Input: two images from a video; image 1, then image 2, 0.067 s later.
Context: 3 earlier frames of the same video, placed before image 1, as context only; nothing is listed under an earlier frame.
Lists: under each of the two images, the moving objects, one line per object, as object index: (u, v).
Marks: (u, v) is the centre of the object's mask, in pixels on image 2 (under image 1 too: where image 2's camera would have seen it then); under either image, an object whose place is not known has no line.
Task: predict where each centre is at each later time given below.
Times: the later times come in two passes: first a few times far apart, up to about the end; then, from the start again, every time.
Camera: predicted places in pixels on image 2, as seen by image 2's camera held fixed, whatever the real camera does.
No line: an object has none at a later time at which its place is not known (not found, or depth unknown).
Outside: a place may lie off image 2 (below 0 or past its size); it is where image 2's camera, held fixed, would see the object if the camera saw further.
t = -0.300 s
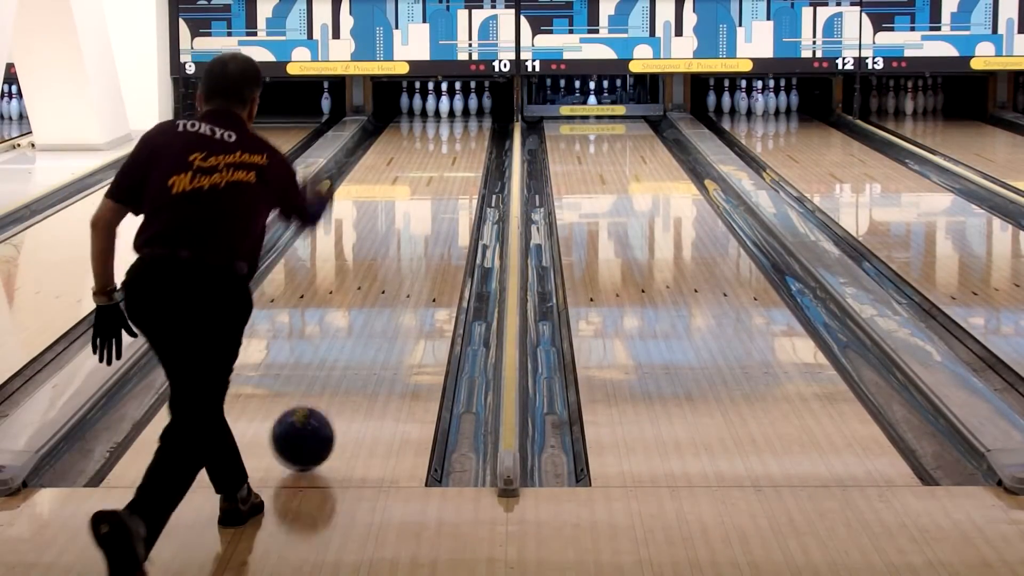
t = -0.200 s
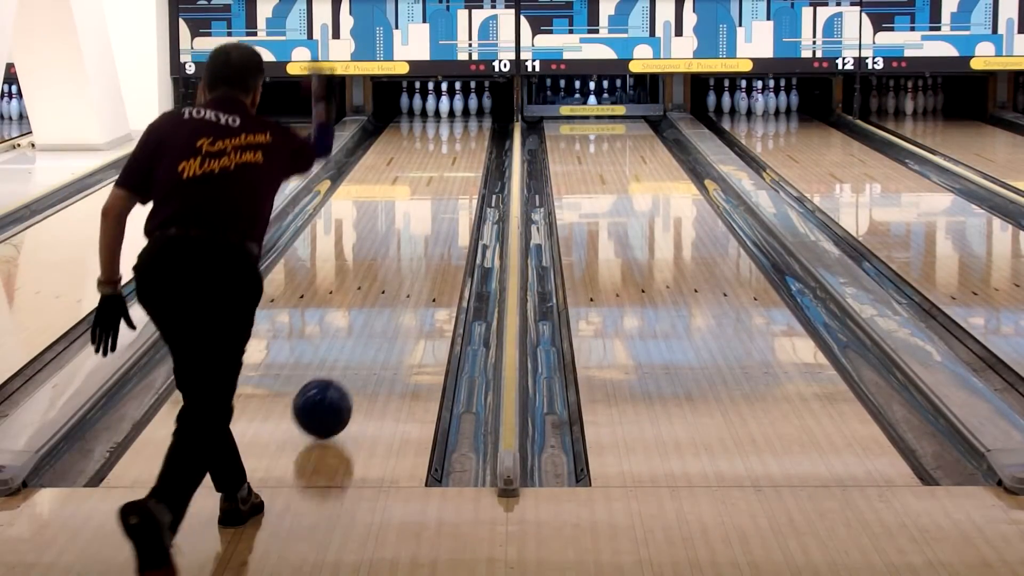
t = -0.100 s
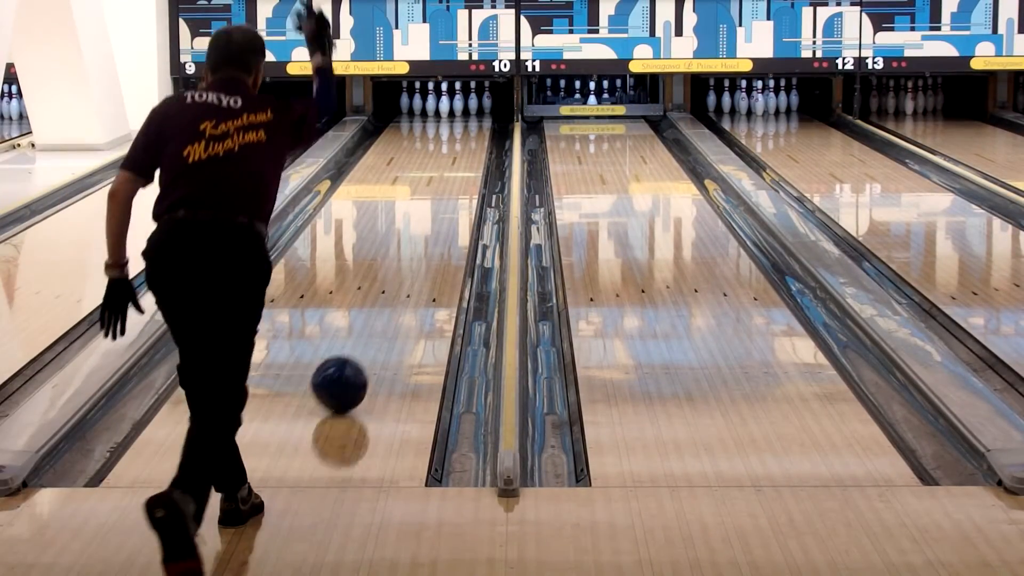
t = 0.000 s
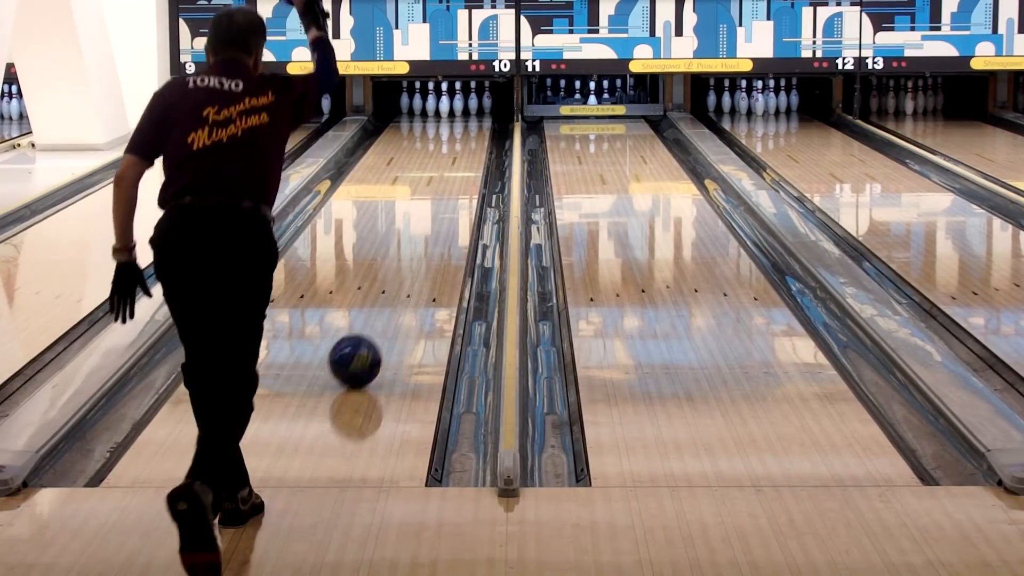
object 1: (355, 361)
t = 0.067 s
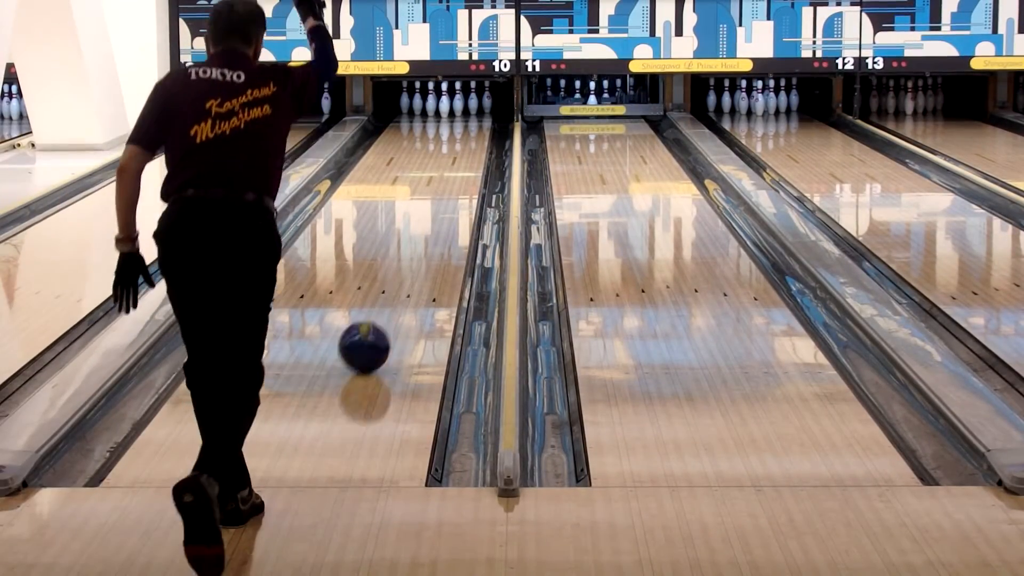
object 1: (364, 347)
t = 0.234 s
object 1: (385, 316)
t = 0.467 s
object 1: (408, 280)
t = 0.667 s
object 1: (423, 255)
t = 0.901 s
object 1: (439, 230)
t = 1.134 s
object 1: (450, 209)
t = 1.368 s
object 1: (460, 191)
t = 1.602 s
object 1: (467, 176)
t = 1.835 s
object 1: (471, 164)
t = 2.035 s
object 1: (473, 155)
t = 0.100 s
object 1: (369, 340)
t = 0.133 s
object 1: (373, 334)
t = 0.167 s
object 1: (377, 328)
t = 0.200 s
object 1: (381, 322)
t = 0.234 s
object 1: (385, 316)
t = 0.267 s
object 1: (388, 310)
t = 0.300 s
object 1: (392, 305)
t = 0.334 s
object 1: (395, 300)
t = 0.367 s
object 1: (398, 295)
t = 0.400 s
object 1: (402, 290)
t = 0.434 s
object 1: (405, 285)
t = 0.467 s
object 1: (408, 280)
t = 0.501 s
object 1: (410, 276)
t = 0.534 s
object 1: (413, 271)
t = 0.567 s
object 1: (416, 267)
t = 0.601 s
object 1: (418, 263)
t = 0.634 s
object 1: (421, 259)
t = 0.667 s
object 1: (423, 255)
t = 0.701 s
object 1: (426, 251)
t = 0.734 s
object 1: (428, 247)
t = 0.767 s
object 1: (430, 244)
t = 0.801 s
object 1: (432, 240)
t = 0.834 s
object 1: (434, 237)
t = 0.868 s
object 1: (436, 233)
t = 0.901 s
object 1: (439, 230)
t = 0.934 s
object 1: (440, 227)
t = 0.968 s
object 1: (442, 224)
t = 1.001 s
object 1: (444, 221)
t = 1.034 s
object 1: (446, 218)
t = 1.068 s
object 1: (447, 215)
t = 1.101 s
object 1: (449, 212)
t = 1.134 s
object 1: (450, 209)
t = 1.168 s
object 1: (452, 207)
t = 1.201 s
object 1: (453, 204)
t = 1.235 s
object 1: (455, 201)
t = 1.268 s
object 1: (456, 199)
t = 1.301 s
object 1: (458, 197)
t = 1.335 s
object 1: (459, 194)
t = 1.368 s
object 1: (460, 191)
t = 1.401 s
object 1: (461, 189)
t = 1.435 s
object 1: (462, 187)
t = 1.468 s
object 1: (463, 185)
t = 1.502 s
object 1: (464, 183)
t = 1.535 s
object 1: (465, 181)
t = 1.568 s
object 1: (466, 179)
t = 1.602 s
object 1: (467, 176)
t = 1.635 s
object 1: (468, 174)
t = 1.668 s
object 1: (469, 172)
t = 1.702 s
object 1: (469, 171)
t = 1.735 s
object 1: (470, 169)
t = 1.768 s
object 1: (470, 167)
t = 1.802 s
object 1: (471, 166)
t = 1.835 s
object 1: (471, 164)
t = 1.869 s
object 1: (472, 162)
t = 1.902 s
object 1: (472, 160)
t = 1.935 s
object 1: (472, 159)
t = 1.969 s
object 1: (472, 157)
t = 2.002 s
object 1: (472, 156)
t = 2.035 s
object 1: (473, 155)
